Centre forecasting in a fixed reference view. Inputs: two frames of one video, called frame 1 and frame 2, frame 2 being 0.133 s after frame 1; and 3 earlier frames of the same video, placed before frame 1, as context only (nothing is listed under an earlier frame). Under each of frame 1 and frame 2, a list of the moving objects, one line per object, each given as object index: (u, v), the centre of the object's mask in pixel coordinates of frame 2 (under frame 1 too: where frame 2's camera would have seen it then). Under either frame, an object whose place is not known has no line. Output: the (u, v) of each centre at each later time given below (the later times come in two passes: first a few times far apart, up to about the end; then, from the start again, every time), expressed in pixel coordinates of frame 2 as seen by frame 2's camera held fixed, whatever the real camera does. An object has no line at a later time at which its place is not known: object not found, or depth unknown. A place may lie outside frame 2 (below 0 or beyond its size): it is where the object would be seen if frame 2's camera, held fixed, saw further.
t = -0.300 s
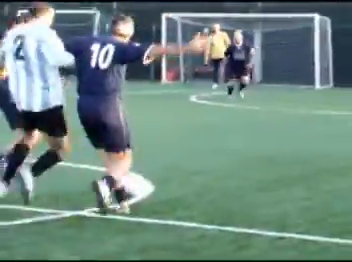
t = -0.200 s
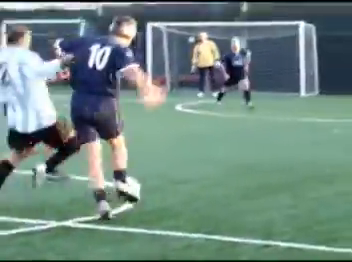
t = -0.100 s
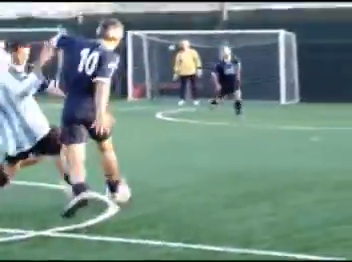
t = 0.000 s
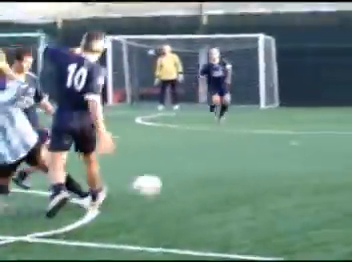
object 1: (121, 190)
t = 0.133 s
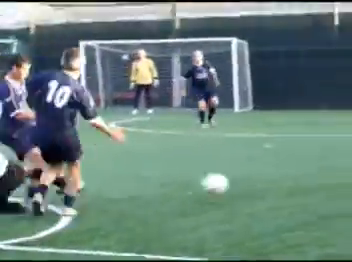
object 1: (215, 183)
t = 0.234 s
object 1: (271, 177)
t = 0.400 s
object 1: (347, 175)
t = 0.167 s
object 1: (237, 185)
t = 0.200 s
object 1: (255, 180)
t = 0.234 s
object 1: (271, 177)
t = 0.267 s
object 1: (287, 174)
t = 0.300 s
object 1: (303, 172)
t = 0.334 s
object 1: (318, 172)
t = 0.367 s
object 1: (332, 173)
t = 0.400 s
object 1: (347, 175)
